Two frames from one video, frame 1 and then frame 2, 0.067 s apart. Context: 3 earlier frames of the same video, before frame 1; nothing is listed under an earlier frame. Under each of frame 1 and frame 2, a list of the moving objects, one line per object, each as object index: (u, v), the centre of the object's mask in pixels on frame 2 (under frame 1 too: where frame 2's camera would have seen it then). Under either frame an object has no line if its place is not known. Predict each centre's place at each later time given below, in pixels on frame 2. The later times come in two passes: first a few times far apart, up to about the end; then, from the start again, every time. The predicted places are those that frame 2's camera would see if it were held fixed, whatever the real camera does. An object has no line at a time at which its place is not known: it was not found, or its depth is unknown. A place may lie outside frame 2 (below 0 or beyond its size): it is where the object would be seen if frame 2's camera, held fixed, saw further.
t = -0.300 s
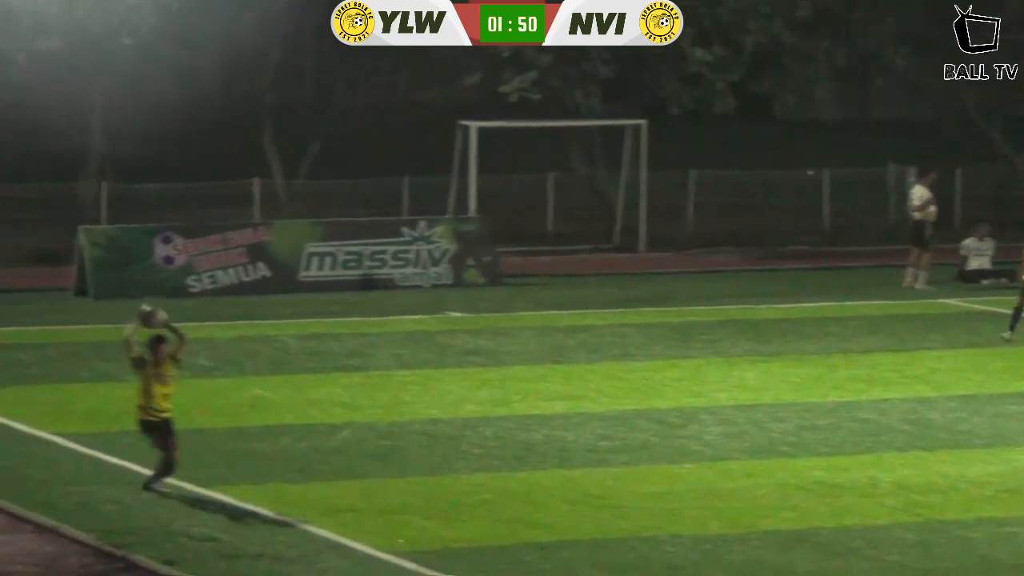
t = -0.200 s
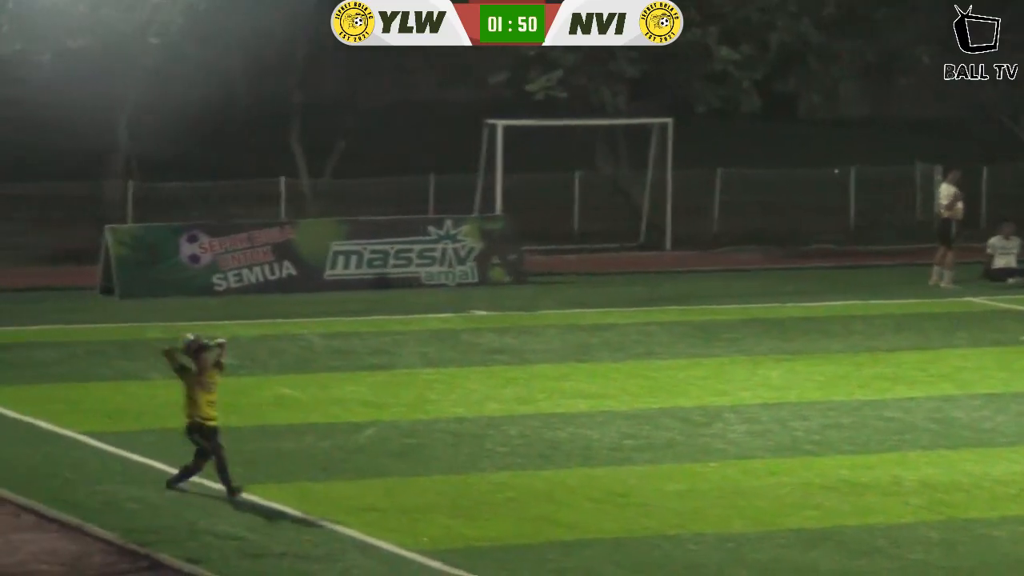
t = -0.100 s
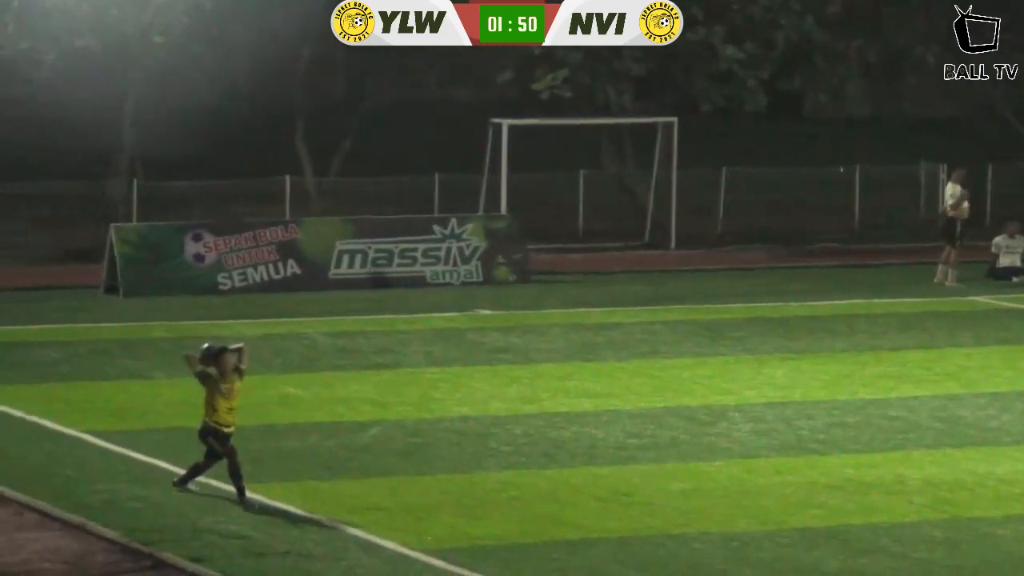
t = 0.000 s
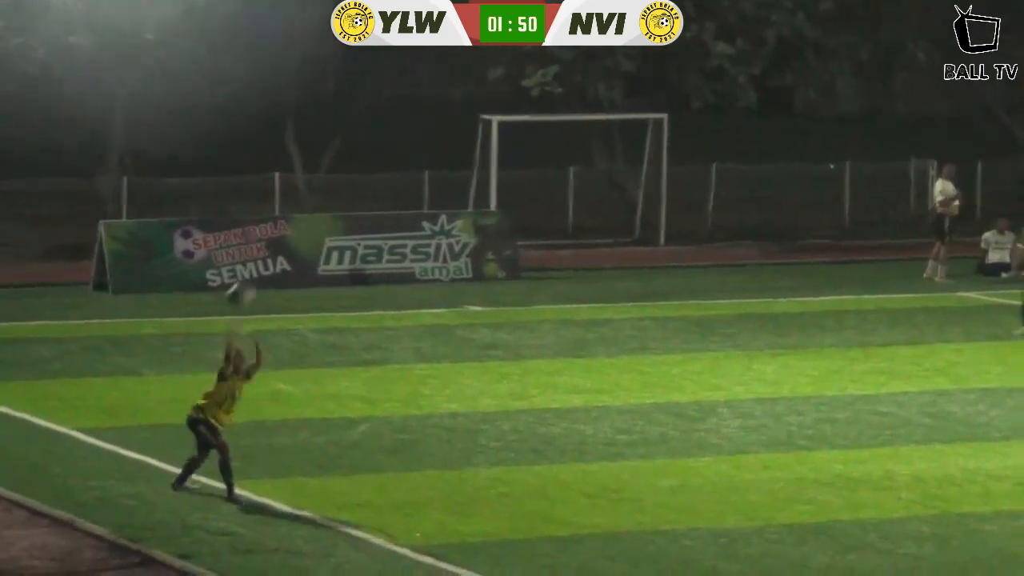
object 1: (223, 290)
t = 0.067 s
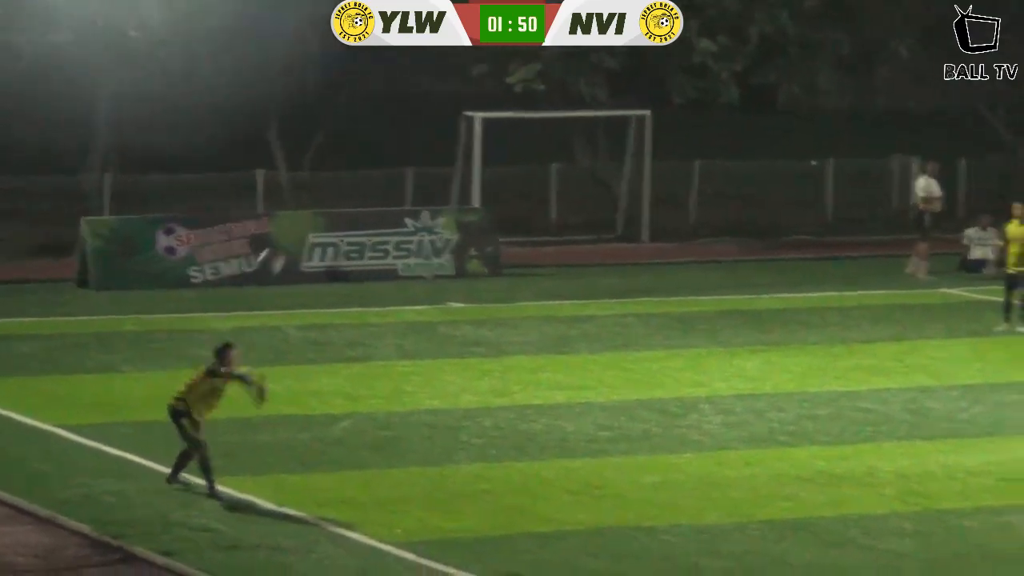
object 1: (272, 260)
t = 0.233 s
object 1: (424, 191)
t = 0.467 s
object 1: (630, 143)
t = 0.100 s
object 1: (286, 253)
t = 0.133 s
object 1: (319, 234)
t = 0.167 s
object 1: (354, 219)
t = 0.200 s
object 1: (389, 204)
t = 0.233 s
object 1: (424, 191)
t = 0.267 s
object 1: (444, 183)
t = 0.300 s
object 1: (461, 179)
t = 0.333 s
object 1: (499, 167)
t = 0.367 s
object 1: (535, 159)
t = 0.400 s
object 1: (573, 150)
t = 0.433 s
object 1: (611, 144)
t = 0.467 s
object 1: (630, 143)
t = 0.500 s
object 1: (651, 140)
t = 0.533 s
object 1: (689, 138)
